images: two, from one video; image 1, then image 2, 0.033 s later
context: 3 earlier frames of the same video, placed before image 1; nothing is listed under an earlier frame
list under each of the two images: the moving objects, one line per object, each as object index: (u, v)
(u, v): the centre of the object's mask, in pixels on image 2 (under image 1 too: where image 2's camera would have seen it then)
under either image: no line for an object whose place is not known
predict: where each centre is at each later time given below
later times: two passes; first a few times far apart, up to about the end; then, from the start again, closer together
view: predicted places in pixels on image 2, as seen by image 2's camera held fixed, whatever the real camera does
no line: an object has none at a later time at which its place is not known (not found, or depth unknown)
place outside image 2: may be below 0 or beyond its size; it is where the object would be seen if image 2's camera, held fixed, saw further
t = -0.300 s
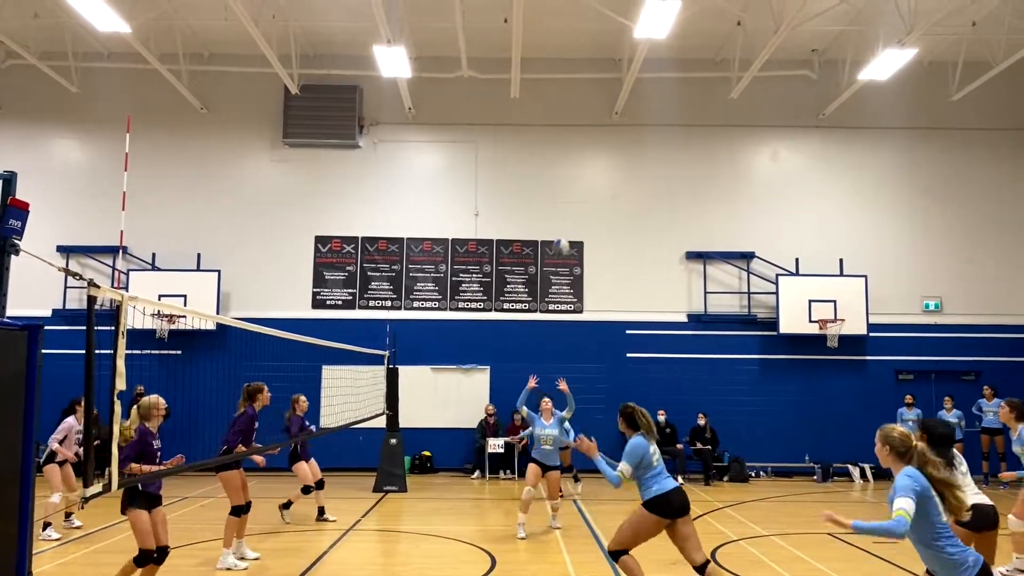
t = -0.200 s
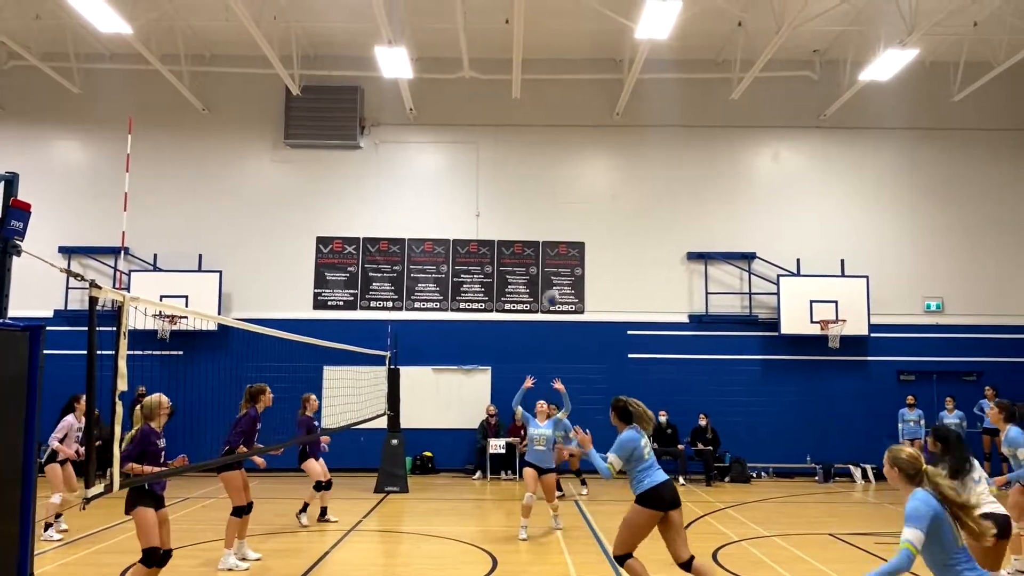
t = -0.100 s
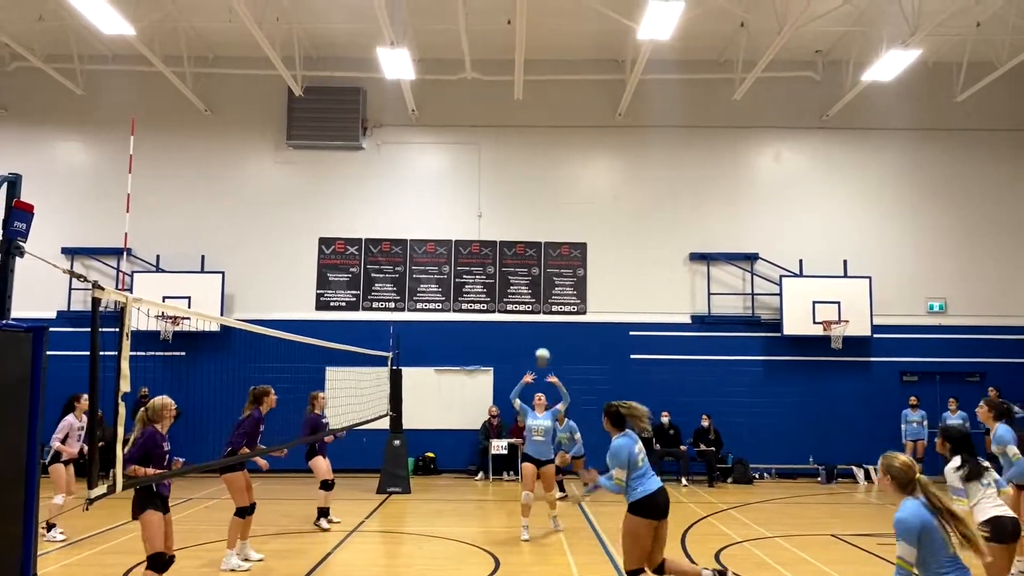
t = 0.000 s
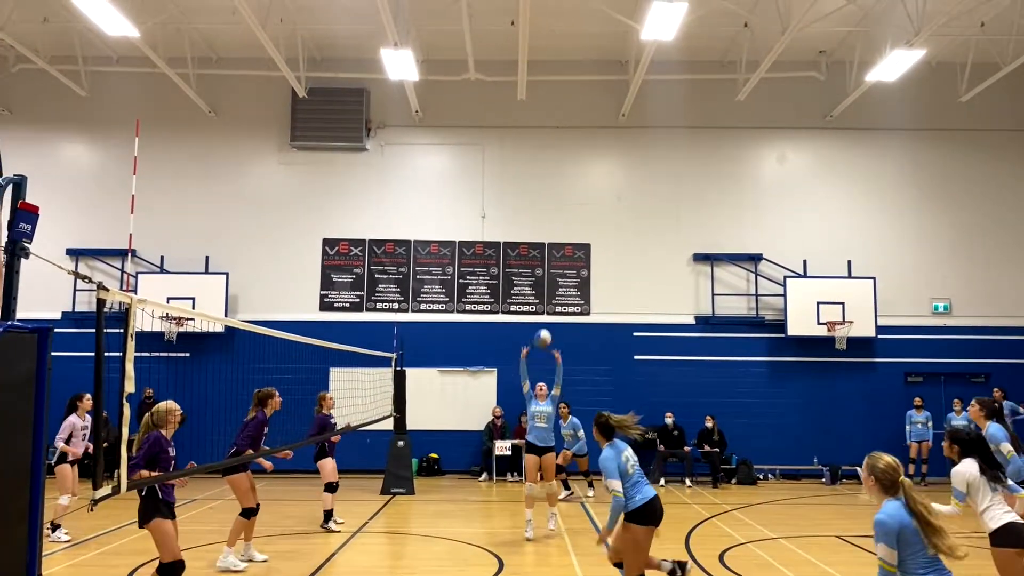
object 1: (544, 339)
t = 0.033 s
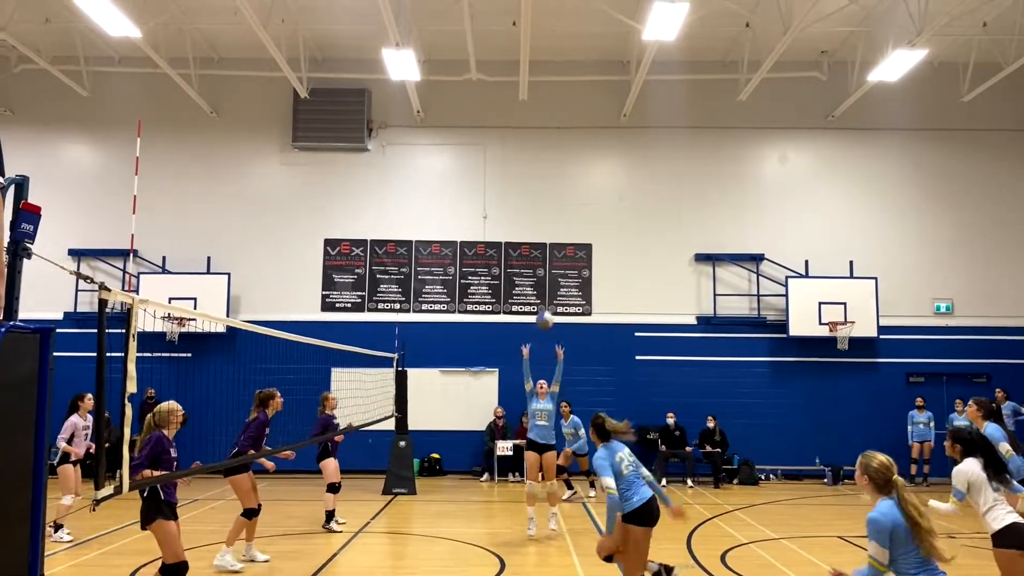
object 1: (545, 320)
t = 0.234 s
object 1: (547, 220)
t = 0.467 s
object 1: (550, 133)
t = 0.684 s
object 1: (553, 91)
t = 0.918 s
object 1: (559, 100)
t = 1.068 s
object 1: (564, 147)
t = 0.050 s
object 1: (545, 311)
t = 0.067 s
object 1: (545, 301)
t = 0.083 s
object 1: (545, 292)
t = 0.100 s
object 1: (545, 284)
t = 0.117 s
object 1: (545, 275)
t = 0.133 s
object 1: (545, 268)
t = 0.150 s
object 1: (546, 259)
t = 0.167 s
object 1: (547, 251)
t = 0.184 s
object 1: (547, 243)
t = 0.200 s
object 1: (546, 235)
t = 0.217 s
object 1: (546, 228)
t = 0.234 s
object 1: (547, 220)
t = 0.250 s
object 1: (547, 213)
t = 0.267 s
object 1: (547, 206)
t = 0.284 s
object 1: (548, 199)
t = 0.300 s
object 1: (547, 192)
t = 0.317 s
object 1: (547, 185)
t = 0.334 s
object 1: (548, 179)
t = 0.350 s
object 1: (548, 172)
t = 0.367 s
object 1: (549, 166)
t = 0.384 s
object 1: (549, 160)
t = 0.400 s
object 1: (549, 154)
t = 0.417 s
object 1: (549, 149)
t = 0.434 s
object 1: (549, 144)
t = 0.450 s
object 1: (550, 138)
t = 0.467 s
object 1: (550, 133)
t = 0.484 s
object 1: (551, 128)
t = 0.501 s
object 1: (551, 124)
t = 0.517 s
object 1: (551, 120)
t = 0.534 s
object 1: (550, 116)
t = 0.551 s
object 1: (551, 113)
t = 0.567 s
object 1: (551, 109)
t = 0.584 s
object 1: (551, 106)
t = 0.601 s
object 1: (552, 102)
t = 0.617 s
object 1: (552, 100)
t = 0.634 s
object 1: (552, 97)
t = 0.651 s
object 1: (553, 95)
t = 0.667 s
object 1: (553, 92)
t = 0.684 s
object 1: (553, 91)
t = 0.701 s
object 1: (554, 89)
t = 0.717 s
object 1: (554, 88)
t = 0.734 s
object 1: (555, 87)
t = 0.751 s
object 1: (555, 86)
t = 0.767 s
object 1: (555, 86)
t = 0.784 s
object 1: (556, 86)
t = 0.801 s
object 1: (556, 86)
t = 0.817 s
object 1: (557, 87)
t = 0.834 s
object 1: (557, 88)
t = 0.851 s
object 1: (558, 90)
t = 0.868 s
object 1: (558, 92)
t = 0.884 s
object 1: (558, 94)
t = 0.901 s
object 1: (559, 97)
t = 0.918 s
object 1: (559, 100)
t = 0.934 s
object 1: (560, 103)
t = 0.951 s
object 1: (560, 107)
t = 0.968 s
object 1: (561, 111)
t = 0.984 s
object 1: (561, 116)
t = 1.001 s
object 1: (562, 121)
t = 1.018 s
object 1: (562, 127)
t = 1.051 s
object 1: (563, 140)
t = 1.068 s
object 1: (564, 147)
